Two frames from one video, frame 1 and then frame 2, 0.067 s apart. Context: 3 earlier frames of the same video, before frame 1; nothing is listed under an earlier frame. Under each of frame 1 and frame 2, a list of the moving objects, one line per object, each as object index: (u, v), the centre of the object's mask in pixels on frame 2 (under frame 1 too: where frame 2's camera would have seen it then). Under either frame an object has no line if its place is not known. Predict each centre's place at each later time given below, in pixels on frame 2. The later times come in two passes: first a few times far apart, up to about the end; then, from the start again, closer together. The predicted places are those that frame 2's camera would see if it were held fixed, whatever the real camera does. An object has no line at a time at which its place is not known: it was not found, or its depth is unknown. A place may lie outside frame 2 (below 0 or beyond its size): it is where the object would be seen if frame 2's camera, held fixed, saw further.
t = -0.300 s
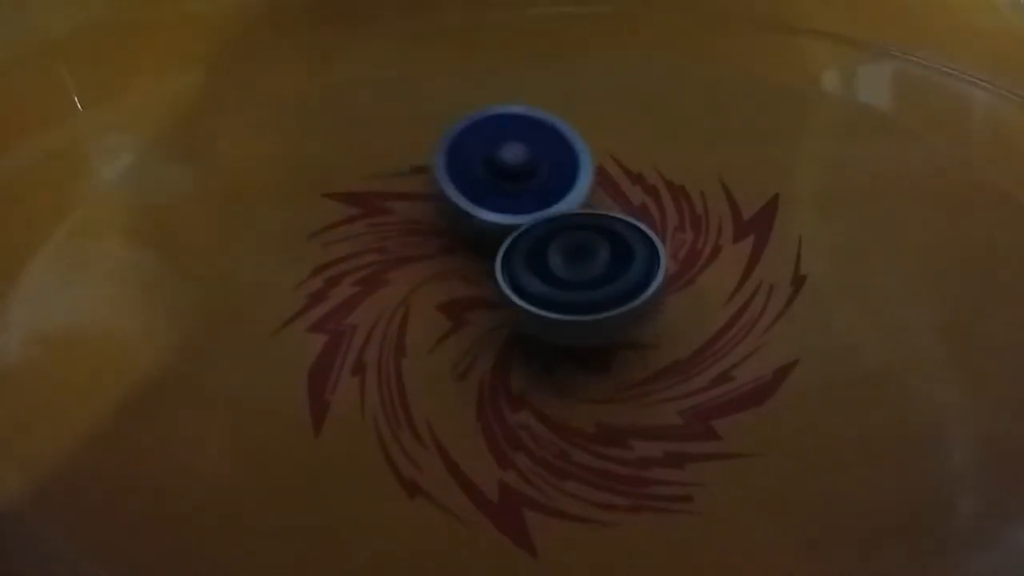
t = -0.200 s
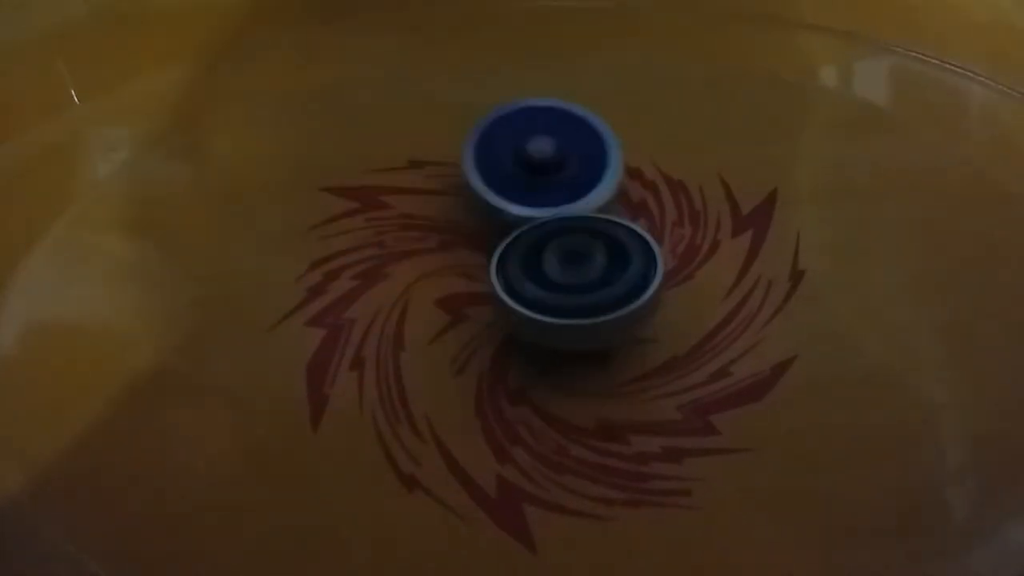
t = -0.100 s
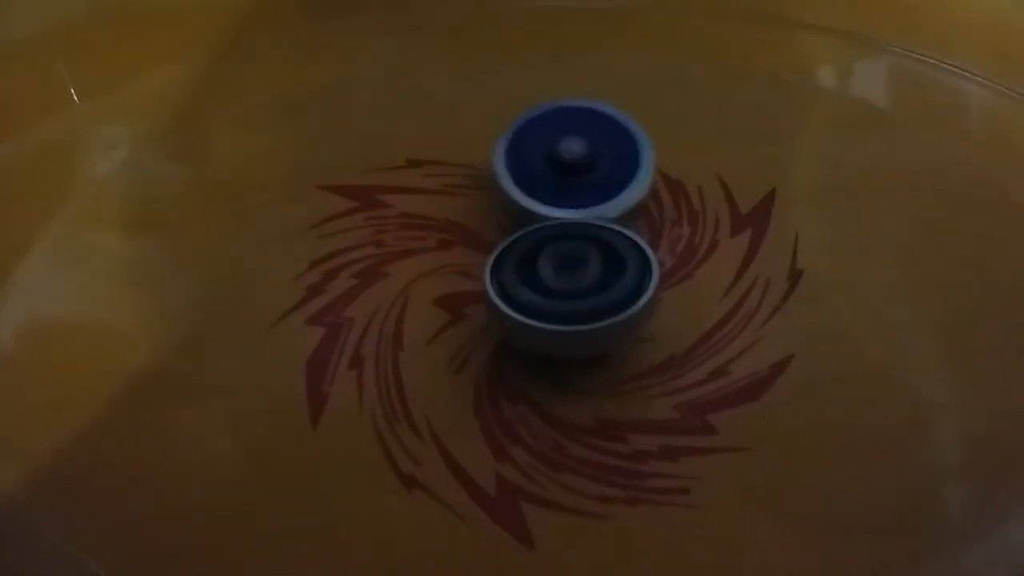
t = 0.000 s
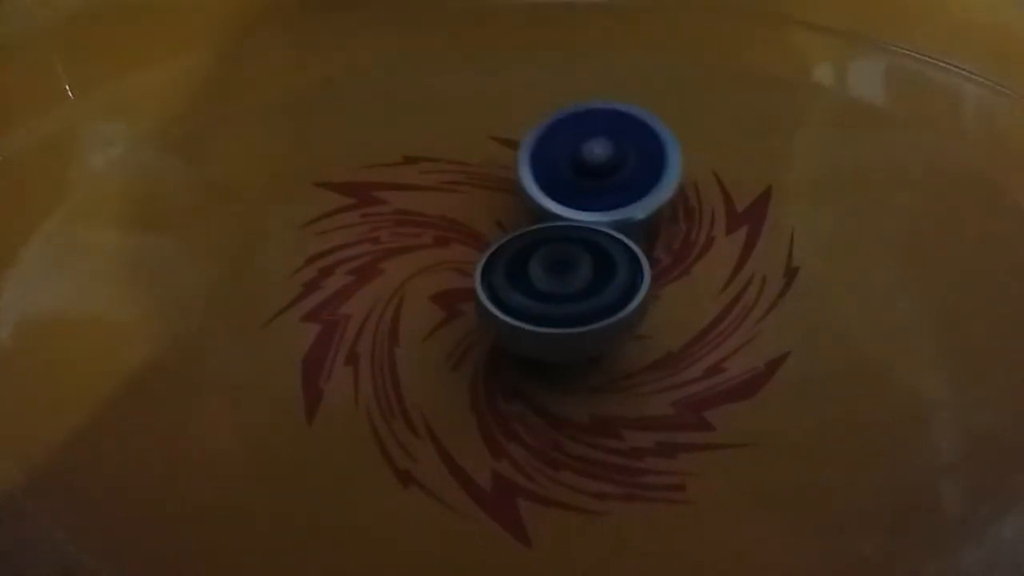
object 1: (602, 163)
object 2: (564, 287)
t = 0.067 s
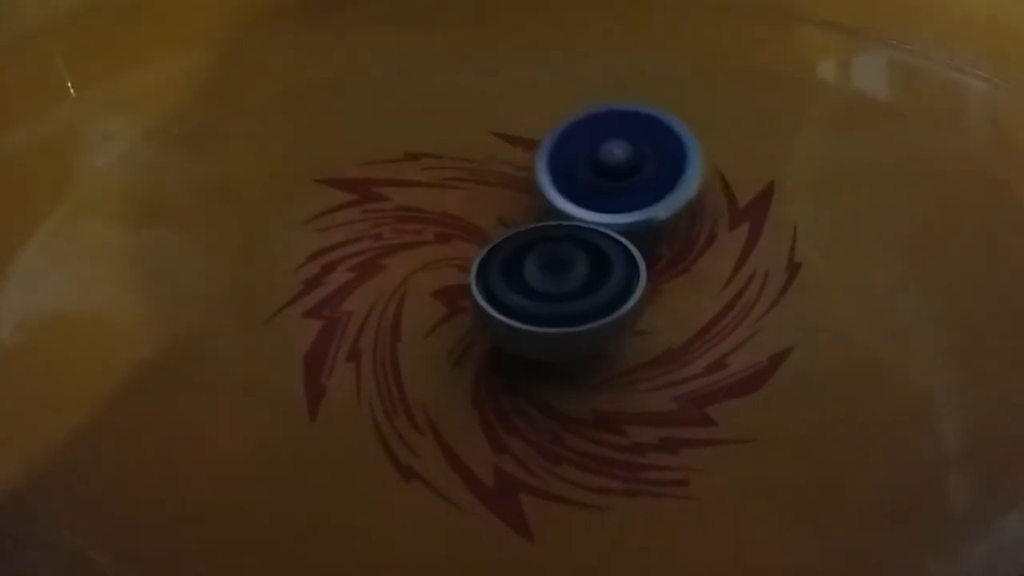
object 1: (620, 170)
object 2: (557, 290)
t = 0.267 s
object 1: (670, 199)
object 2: (537, 296)
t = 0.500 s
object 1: (695, 254)
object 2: (514, 295)
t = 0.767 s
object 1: (688, 319)
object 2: (485, 282)
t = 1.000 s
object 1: (625, 358)
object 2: (463, 257)
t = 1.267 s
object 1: (519, 376)
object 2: (444, 233)
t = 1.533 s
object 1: (422, 347)
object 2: (448, 208)
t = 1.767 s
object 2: (489, 149)
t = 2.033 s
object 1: (391, 267)
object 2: (489, 157)
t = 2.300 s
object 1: (406, 211)
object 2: (560, 150)
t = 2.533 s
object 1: (423, 192)
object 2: (637, 174)
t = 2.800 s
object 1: (477, 183)
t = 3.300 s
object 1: (559, 212)
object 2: (664, 324)
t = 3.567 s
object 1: (565, 228)
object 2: (596, 353)
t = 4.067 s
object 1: (554, 206)
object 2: (443, 336)
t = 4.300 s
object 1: (552, 199)
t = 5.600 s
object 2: (412, 281)
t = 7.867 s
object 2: (446, 301)
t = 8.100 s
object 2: (390, 316)
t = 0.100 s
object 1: (630, 174)
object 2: (554, 292)
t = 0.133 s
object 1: (638, 178)
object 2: (550, 293)
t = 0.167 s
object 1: (649, 186)
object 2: (548, 294)
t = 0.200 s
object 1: (655, 191)
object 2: (544, 295)
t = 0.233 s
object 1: (663, 193)
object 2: (541, 295)
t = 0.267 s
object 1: (670, 199)
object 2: (537, 296)
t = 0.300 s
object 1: (676, 209)
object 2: (535, 296)
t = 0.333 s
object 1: (680, 214)
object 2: (531, 297)
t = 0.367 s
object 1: (684, 218)
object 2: (527, 297)
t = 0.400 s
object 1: (688, 226)
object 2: (523, 296)
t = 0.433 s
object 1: (692, 234)
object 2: (520, 295)
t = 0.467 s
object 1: (695, 242)
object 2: (517, 295)
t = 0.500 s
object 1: (695, 254)
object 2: (514, 295)
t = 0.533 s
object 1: (699, 259)
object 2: (510, 294)
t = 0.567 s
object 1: (702, 269)
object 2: (506, 293)
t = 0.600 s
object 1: (704, 280)
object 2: (501, 292)
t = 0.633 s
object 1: (703, 290)
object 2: (497, 290)
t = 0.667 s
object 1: (702, 297)
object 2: (494, 288)
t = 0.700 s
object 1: (699, 305)
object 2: (491, 287)
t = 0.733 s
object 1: (695, 311)
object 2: (489, 285)
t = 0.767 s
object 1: (688, 319)
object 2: (485, 282)
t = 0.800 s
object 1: (682, 324)
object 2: (483, 281)
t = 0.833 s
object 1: (674, 327)
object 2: (481, 278)
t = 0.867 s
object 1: (663, 335)
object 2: (479, 275)
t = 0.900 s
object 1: (653, 340)
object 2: (476, 272)
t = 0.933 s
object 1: (646, 343)
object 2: (474, 269)
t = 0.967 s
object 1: (638, 350)
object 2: (468, 263)
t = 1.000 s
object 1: (625, 358)
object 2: (463, 257)
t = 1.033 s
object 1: (615, 360)
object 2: (460, 253)
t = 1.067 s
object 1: (606, 362)
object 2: (457, 250)
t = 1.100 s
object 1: (594, 366)
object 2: (454, 247)
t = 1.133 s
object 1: (576, 371)
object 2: (451, 244)
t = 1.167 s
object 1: (566, 371)
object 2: (449, 241)
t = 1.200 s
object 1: (553, 370)
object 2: (446, 237)
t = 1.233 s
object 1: (532, 375)
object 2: (446, 235)
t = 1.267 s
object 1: (519, 376)
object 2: (444, 233)
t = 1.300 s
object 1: (500, 373)
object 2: (443, 229)
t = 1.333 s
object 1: (487, 369)
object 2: (443, 226)
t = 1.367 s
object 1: (473, 367)
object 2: (443, 223)
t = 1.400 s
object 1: (459, 365)
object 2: (443, 221)
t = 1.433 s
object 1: (449, 361)
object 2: (443, 217)
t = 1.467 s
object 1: (441, 357)
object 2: (444, 211)
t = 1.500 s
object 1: (432, 351)
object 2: (446, 214)
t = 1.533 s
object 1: (422, 347)
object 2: (448, 208)
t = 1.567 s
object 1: (401, 361)
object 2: (461, 183)
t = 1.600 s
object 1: (391, 365)
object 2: (472, 170)
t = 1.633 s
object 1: (384, 363)
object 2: (481, 161)
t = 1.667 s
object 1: (382, 359)
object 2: (487, 154)
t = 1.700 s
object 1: (382, 355)
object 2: (491, 150)
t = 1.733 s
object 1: (382, 350)
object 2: (491, 149)
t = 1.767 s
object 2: (489, 149)
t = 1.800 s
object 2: (486, 149)
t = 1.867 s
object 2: (484, 149)
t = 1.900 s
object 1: (386, 313)
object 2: (484, 150)
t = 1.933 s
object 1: (389, 303)
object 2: (483, 153)
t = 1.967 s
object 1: (389, 291)
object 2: (483, 155)
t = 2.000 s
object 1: (391, 279)
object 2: (485, 157)
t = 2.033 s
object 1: (391, 267)
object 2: (489, 157)
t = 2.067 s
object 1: (392, 257)
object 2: (495, 156)
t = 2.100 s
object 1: (384, 255)
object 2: (516, 146)
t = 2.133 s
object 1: (382, 248)
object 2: (532, 142)
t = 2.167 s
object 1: (384, 241)
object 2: (542, 142)
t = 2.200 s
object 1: (387, 232)
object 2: (549, 143)
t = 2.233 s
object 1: (393, 224)
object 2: (552, 146)
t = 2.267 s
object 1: (399, 217)
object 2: (556, 147)
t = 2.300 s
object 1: (406, 211)
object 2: (560, 150)
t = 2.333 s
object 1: (412, 204)
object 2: (565, 153)
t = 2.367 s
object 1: (410, 201)
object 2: (581, 153)
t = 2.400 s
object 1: (408, 197)
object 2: (600, 157)
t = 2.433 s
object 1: (411, 196)
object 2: (615, 160)
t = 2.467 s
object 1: (415, 194)
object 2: (625, 165)
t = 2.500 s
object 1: (418, 193)
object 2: (632, 170)
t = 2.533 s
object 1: (423, 192)
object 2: (637, 174)
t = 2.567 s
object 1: (427, 189)
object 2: (641, 178)
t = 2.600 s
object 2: (644, 182)
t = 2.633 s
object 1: (440, 186)
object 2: (648, 186)
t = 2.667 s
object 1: (447, 185)
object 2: (653, 190)
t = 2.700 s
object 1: (456, 183)
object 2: (657, 195)
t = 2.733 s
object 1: (463, 183)
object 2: (658, 198)
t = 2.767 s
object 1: (470, 182)
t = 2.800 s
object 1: (477, 183)
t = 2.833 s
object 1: (486, 183)
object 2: (664, 211)
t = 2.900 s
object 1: (501, 187)
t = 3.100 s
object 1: (536, 198)
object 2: (679, 272)
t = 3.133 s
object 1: (542, 201)
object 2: (678, 278)
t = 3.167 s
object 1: (547, 203)
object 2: (677, 286)
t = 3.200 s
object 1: (552, 202)
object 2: (679, 299)
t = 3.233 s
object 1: (554, 207)
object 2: (677, 310)
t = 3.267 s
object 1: (558, 210)
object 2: (671, 317)
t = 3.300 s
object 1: (559, 212)
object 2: (664, 324)
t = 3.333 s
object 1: (561, 215)
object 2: (655, 327)
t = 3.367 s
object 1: (562, 218)
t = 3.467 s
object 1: (566, 225)
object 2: (623, 349)
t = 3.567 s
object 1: (565, 228)
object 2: (596, 353)
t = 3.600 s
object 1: (567, 224)
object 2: (585, 372)
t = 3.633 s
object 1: (567, 214)
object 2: (572, 383)
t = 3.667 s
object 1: (566, 211)
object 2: (553, 389)
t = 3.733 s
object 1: (565, 208)
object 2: (525, 384)
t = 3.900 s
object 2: (484, 352)
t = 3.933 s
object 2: (477, 348)
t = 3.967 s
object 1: (557, 206)
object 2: (467, 345)
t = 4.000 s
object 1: (555, 206)
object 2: (459, 343)
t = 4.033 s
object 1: (554, 206)
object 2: (449, 339)
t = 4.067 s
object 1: (554, 206)
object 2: (443, 336)
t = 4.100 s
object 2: (438, 331)
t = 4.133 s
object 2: (432, 326)
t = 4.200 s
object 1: (552, 204)
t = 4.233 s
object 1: (553, 198)
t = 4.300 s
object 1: (552, 199)
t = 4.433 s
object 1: (574, 196)
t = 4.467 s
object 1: (630, 175)
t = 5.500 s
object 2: (441, 271)
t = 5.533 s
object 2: (438, 274)
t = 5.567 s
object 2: (420, 278)
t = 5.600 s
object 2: (412, 281)
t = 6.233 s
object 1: (572, 305)
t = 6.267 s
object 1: (600, 306)
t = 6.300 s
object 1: (616, 304)
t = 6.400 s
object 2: (123, 218)
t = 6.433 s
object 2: (128, 214)
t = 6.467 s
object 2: (134, 210)
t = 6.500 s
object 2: (141, 206)
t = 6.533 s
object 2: (151, 203)
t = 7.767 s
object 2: (462, 287)
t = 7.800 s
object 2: (457, 290)
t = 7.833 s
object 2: (452, 297)
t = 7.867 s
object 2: (446, 301)
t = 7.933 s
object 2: (431, 309)
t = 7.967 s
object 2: (423, 312)
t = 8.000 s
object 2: (413, 314)
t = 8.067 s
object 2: (395, 317)
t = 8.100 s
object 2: (390, 316)
